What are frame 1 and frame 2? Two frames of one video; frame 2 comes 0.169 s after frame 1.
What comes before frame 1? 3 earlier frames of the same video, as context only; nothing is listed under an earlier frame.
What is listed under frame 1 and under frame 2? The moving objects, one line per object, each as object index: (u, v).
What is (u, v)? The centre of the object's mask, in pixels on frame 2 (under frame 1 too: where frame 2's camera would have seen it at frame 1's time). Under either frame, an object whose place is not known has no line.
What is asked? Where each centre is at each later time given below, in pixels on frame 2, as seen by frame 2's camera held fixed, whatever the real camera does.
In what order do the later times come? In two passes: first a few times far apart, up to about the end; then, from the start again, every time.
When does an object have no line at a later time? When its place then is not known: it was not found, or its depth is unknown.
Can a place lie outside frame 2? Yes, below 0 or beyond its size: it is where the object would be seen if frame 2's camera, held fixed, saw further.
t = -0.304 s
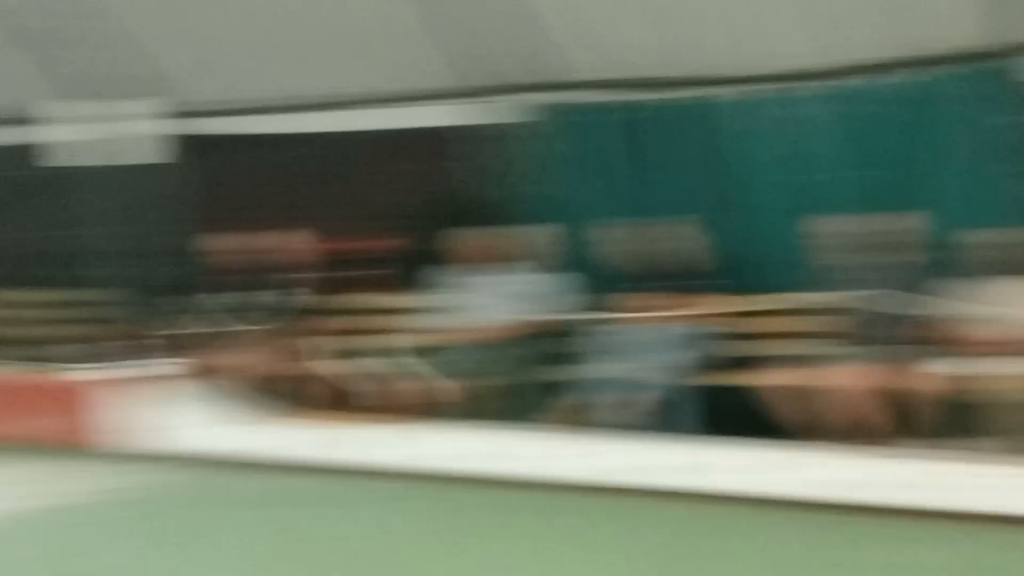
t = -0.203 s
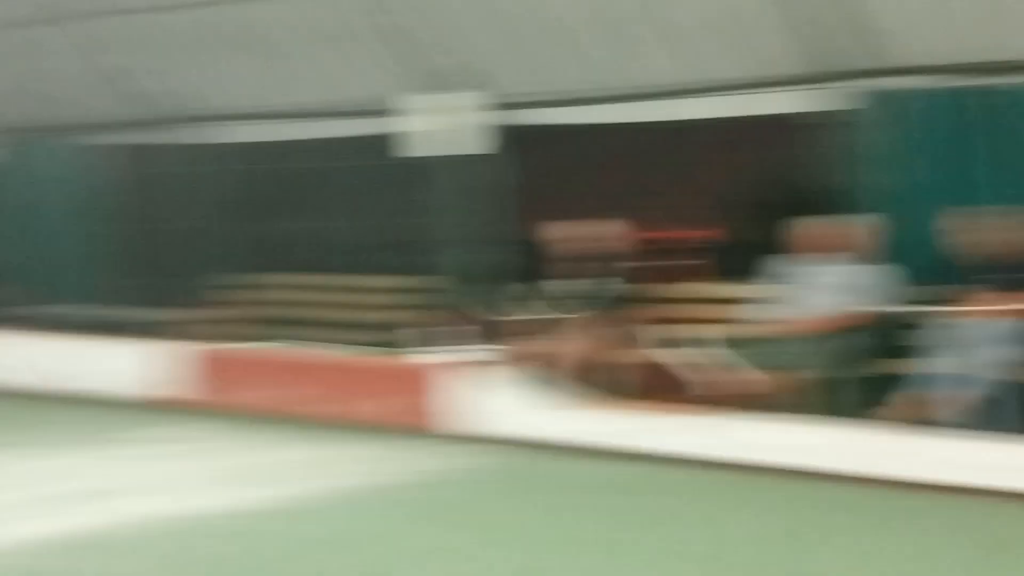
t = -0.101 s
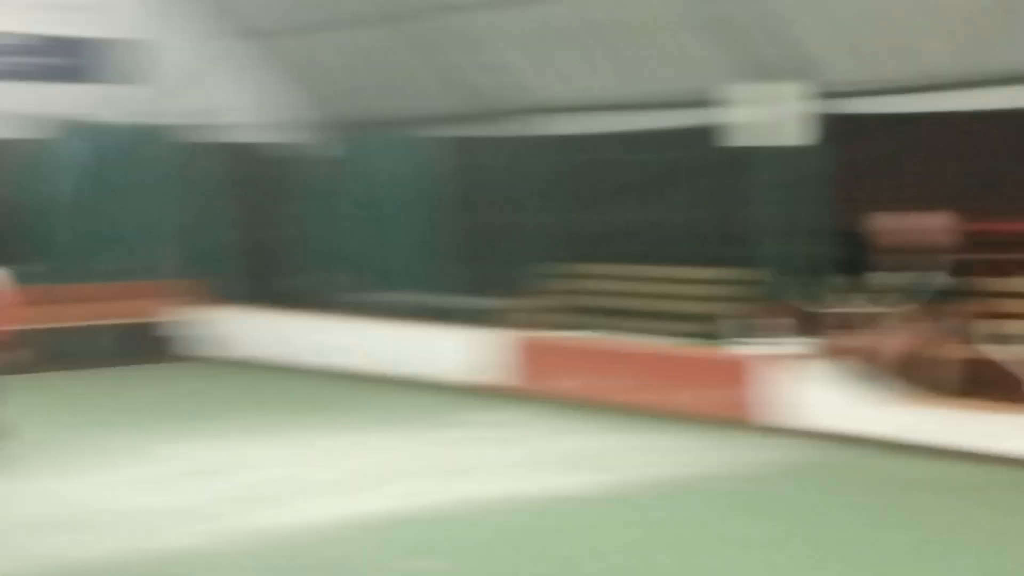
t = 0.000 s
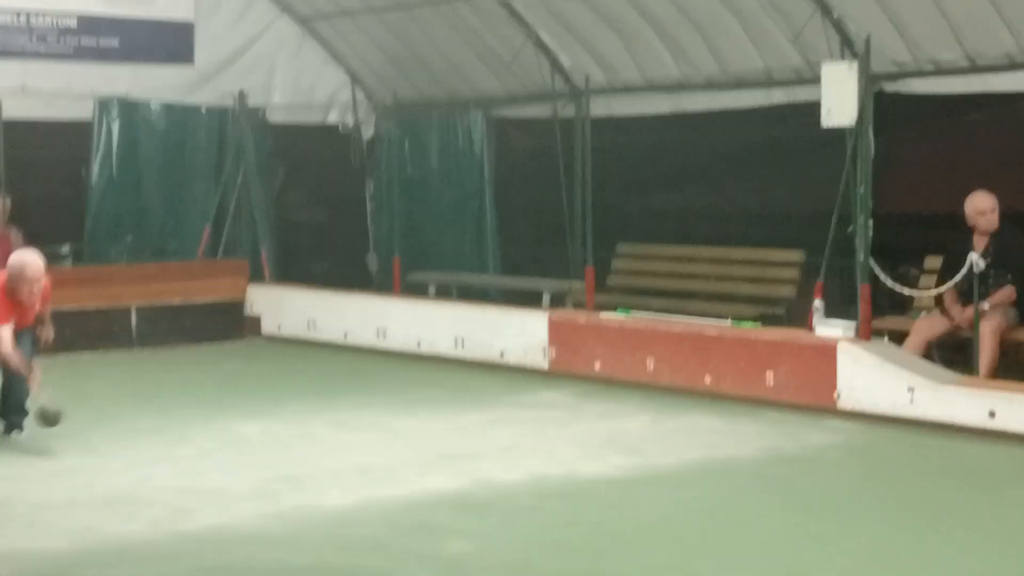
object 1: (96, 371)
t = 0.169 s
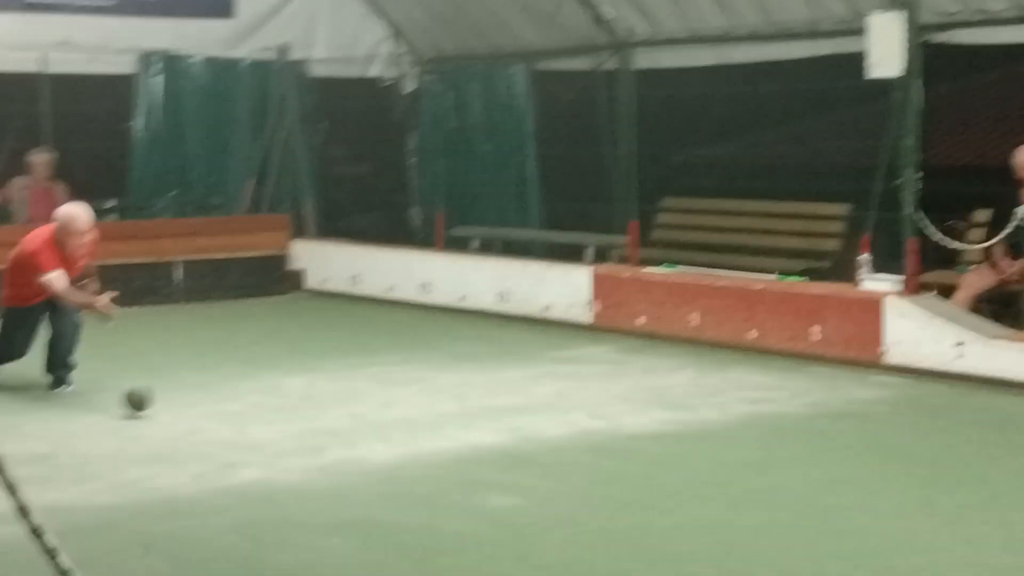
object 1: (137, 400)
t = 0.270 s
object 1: (158, 409)
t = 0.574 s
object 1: (230, 425)
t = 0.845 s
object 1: (298, 440)
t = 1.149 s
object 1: (384, 459)
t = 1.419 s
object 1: (469, 480)
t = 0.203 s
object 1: (143, 402)
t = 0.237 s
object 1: (149, 405)
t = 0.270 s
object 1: (158, 409)
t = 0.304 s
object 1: (164, 411)
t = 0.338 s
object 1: (173, 412)
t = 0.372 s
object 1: (181, 414)
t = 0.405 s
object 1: (187, 416)
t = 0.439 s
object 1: (196, 418)
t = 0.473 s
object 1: (206, 419)
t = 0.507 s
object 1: (213, 421)
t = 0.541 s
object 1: (222, 423)
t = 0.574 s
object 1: (230, 425)
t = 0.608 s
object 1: (238, 426)
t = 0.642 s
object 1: (246, 428)
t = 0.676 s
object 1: (255, 430)
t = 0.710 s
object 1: (263, 432)
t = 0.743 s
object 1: (272, 434)
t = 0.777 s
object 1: (281, 436)
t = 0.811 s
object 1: (289, 438)
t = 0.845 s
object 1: (298, 440)
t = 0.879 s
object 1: (306, 442)
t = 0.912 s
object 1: (316, 444)
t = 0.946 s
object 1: (326, 446)
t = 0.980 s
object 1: (336, 449)
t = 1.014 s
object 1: (344, 451)
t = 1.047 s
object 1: (353, 453)
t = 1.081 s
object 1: (363, 455)
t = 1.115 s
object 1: (374, 457)
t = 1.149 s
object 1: (384, 459)
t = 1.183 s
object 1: (394, 462)
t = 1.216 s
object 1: (404, 464)
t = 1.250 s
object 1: (414, 467)
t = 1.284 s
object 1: (425, 469)
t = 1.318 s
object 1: (437, 472)
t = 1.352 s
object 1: (448, 474)
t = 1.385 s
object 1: (457, 477)
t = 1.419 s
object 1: (469, 480)
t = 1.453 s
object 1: (479, 482)
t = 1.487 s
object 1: (489, 485)
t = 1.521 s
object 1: (499, 489)
